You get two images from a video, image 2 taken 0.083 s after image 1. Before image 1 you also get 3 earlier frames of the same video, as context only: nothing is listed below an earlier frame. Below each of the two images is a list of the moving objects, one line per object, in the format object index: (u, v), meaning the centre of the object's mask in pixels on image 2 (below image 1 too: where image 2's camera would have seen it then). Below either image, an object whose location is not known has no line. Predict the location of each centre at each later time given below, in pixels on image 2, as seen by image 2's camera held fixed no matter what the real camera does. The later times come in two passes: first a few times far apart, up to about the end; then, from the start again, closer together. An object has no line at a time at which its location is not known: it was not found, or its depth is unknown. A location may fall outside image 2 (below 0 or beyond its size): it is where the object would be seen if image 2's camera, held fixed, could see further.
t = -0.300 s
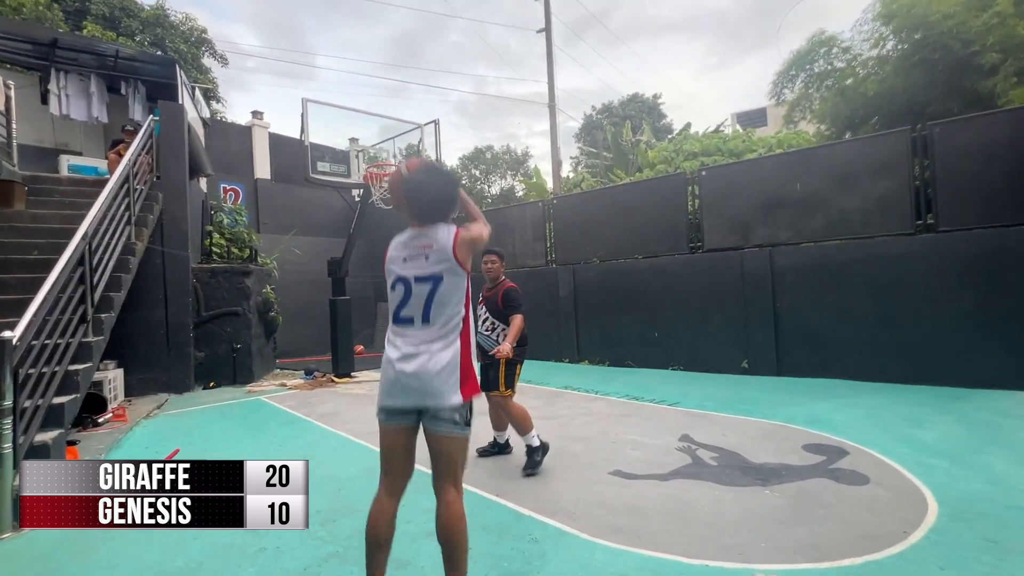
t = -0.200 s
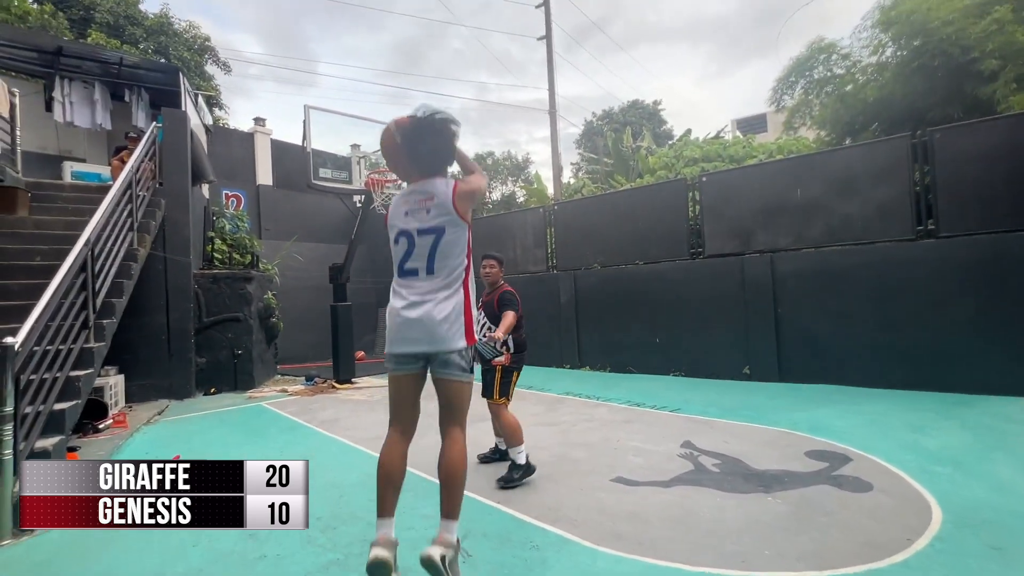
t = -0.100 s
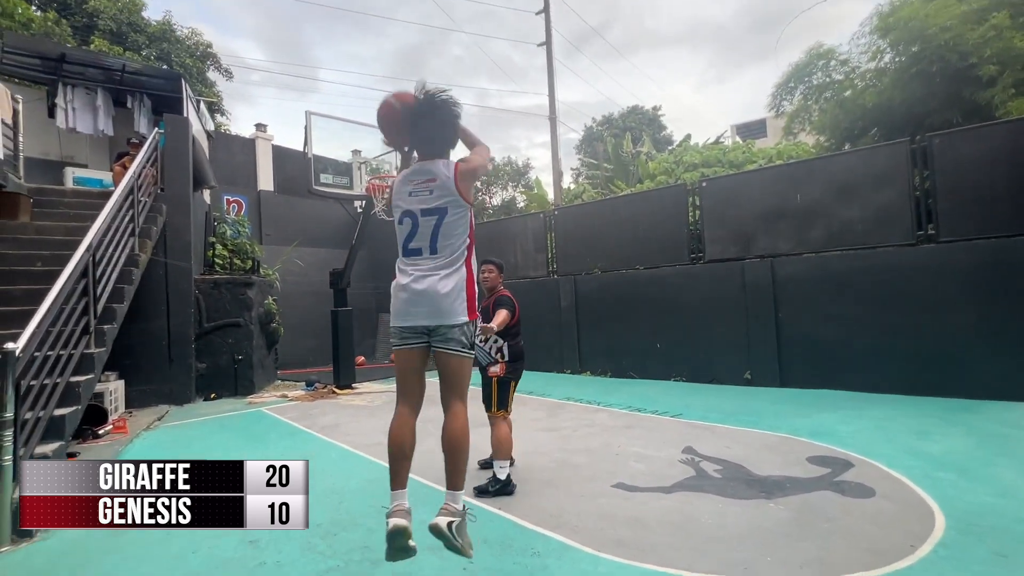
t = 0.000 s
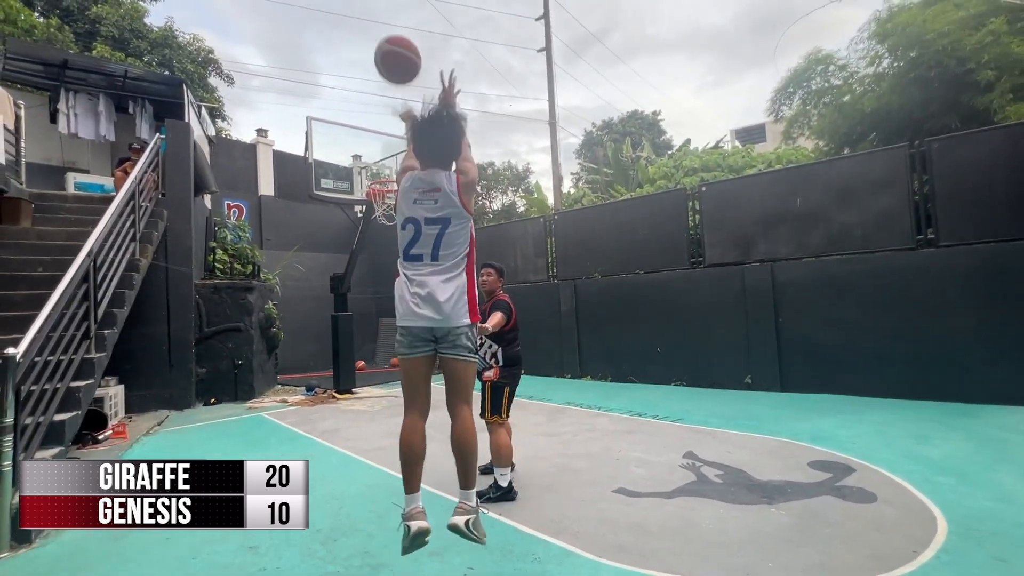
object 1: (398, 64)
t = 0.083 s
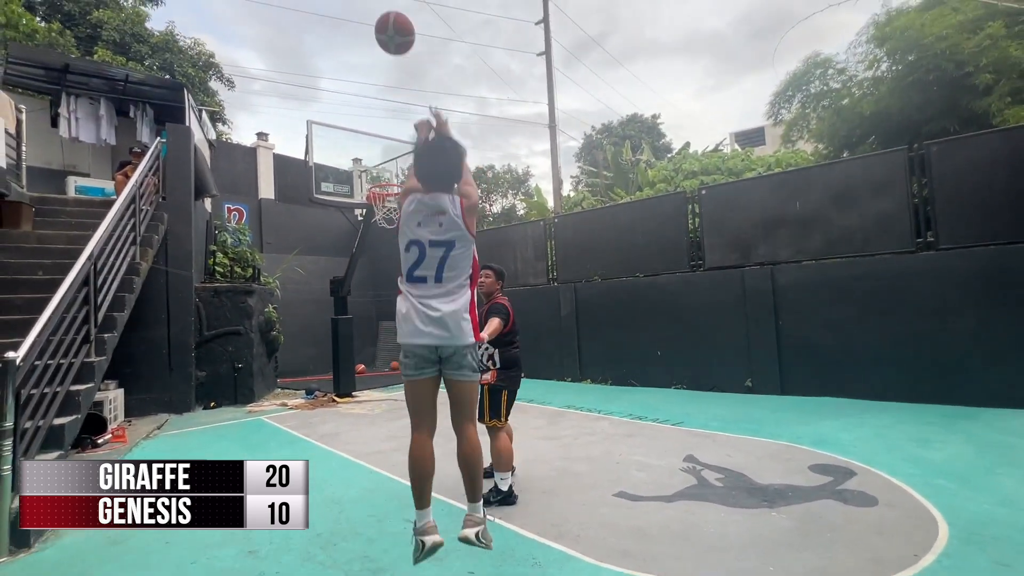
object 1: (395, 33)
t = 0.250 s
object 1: (391, 17)
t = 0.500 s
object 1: (391, 49)
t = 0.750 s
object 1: (393, 117)
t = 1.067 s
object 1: (387, 219)
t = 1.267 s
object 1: (376, 253)
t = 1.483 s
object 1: (368, 316)
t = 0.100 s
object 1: (394, 29)
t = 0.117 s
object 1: (394, 26)
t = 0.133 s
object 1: (393, 23)
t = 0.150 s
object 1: (393, 21)
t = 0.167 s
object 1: (393, 19)
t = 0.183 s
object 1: (392, 18)
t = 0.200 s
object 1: (392, 17)
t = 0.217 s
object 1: (392, 17)
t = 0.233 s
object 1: (392, 17)
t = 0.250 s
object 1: (391, 17)
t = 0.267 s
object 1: (391, 17)
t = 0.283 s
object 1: (391, 18)
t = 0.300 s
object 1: (391, 19)
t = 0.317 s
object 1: (391, 21)
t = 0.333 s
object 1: (391, 22)
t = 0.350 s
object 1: (391, 24)
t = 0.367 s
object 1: (391, 26)
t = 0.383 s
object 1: (391, 28)
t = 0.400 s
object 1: (391, 31)
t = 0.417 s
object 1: (391, 33)
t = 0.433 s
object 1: (391, 36)
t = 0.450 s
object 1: (391, 39)
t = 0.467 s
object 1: (391, 42)
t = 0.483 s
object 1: (391, 46)
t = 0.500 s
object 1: (391, 49)
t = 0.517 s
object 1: (391, 53)
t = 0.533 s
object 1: (391, 57)
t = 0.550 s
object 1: (391, 60)
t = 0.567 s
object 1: (391, 64)
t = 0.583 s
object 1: (392, 68)
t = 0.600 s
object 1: (392, 73)
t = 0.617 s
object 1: (392, 77)
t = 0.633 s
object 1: (392, 82)
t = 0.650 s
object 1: (392, 86)
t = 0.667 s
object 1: (392, 91)
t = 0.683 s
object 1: (392, 96)
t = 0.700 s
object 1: (392, 101)
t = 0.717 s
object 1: (393, 106)
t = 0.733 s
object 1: (393, 111)
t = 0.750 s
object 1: (393, 117)
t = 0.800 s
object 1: (393, 132)
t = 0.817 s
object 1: (393, 138)
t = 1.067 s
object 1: (387, 219)
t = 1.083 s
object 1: (385, 221)
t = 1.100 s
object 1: (383, 223)
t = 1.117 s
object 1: (382, 225)
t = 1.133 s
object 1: (381, 228)
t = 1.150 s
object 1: (381, 231)
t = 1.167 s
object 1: (380, 234)
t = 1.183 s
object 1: (379, 237)
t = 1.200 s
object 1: (379, 238)
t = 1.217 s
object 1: (378, 242)
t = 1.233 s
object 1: (377, 246)
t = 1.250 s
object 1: (377, 250)
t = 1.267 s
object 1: (376, 253)
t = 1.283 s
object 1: (375, 257)
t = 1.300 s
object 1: (374, 261)
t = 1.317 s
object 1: (373, 265)
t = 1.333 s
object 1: (373, 270)
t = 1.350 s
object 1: (373, 274)
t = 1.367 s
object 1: (372, 279)
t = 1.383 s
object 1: (371, 283)
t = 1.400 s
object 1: (370, 289)
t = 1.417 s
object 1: (370, 293)
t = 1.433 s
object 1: (369, 299)
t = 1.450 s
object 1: (369, 304)
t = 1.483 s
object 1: (368, 316)
